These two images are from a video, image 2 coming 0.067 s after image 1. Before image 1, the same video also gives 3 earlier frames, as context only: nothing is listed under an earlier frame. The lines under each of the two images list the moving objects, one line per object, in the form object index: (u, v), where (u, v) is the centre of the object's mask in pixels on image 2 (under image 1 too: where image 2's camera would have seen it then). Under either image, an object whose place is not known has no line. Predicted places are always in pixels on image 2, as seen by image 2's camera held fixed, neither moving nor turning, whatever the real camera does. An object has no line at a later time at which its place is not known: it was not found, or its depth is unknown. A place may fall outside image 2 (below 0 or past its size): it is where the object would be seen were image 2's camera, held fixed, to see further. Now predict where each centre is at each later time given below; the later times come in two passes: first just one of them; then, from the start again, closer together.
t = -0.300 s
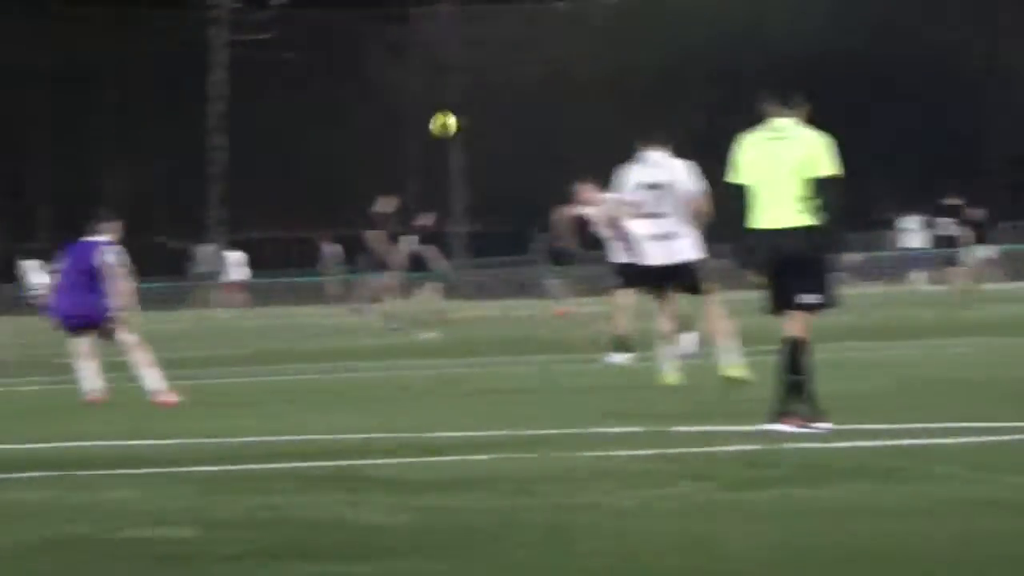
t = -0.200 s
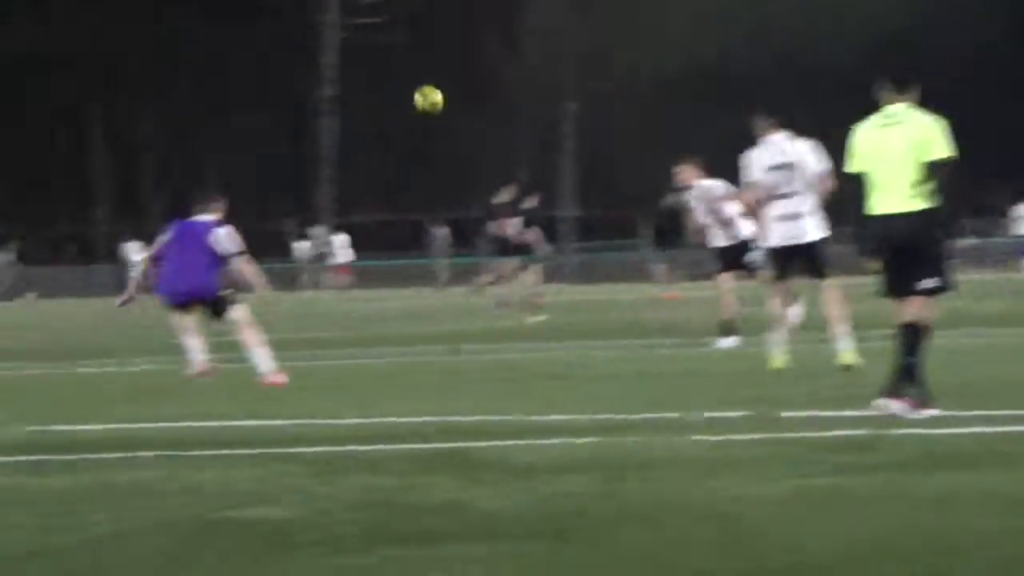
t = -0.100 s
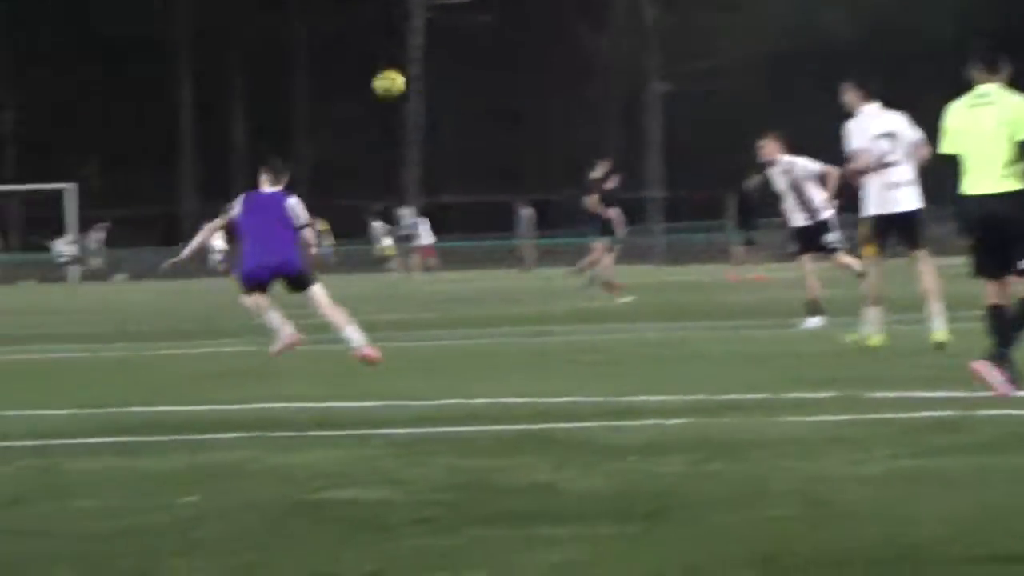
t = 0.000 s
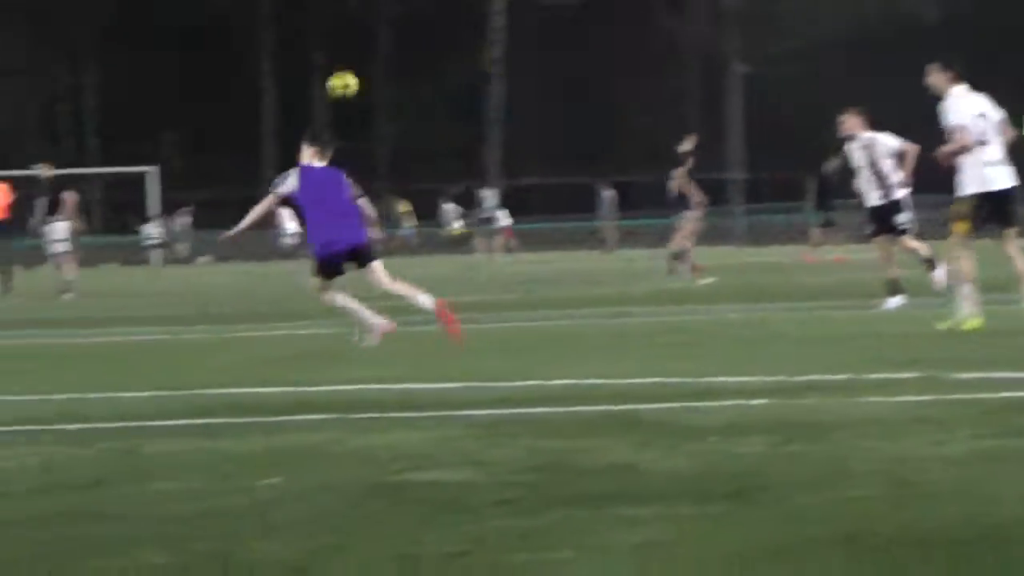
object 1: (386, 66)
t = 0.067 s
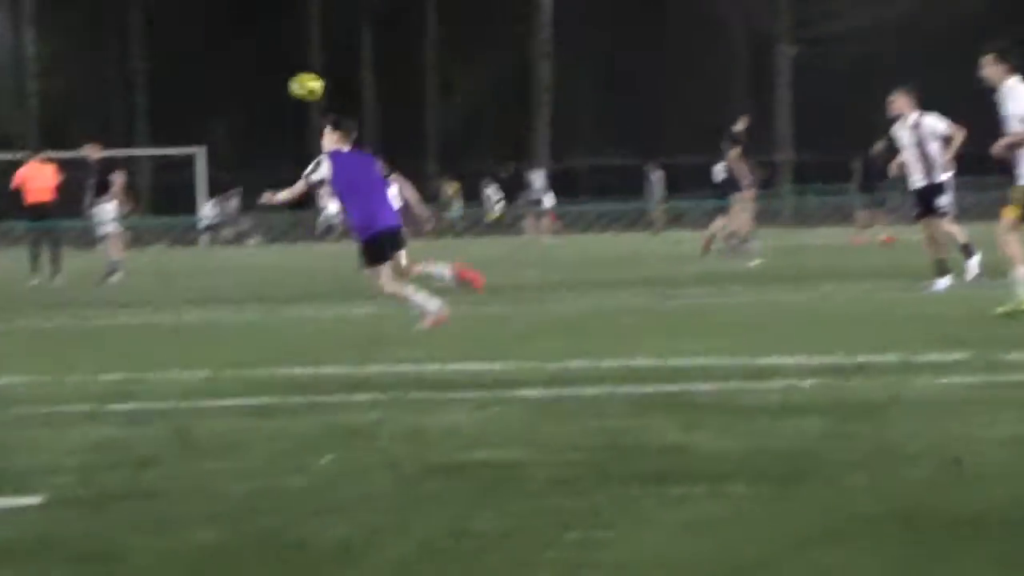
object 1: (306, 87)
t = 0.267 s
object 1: (56, 187)
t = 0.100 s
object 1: (265, 100)
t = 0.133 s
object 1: (224, 113)
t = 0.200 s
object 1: (139, 146)
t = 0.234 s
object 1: (95, 168)
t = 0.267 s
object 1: (56, 187)
